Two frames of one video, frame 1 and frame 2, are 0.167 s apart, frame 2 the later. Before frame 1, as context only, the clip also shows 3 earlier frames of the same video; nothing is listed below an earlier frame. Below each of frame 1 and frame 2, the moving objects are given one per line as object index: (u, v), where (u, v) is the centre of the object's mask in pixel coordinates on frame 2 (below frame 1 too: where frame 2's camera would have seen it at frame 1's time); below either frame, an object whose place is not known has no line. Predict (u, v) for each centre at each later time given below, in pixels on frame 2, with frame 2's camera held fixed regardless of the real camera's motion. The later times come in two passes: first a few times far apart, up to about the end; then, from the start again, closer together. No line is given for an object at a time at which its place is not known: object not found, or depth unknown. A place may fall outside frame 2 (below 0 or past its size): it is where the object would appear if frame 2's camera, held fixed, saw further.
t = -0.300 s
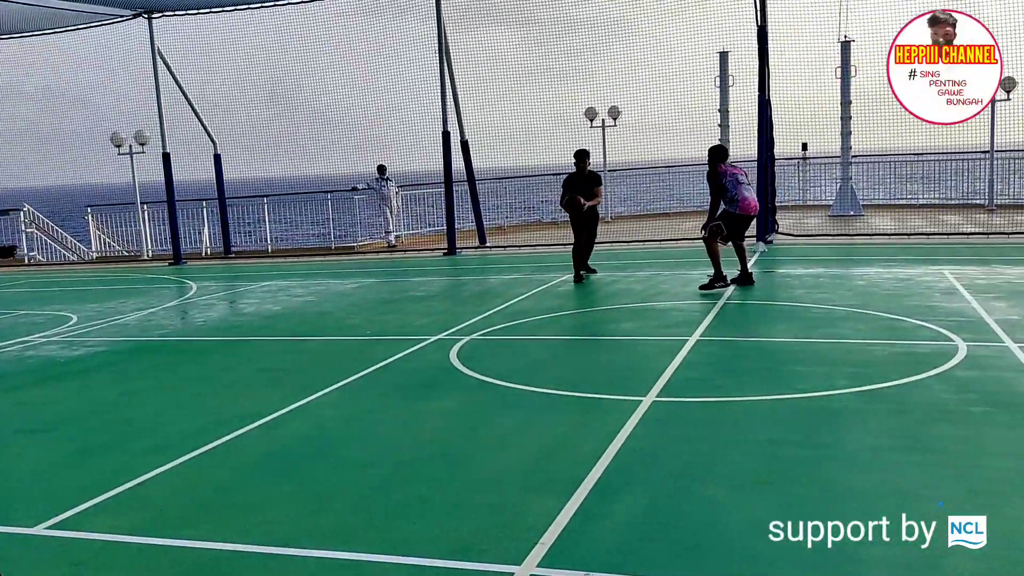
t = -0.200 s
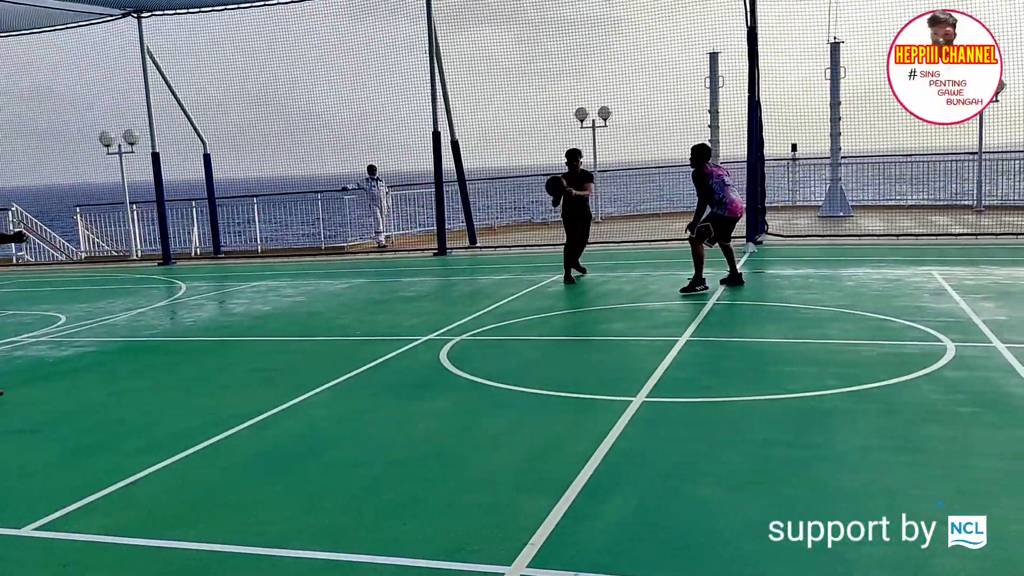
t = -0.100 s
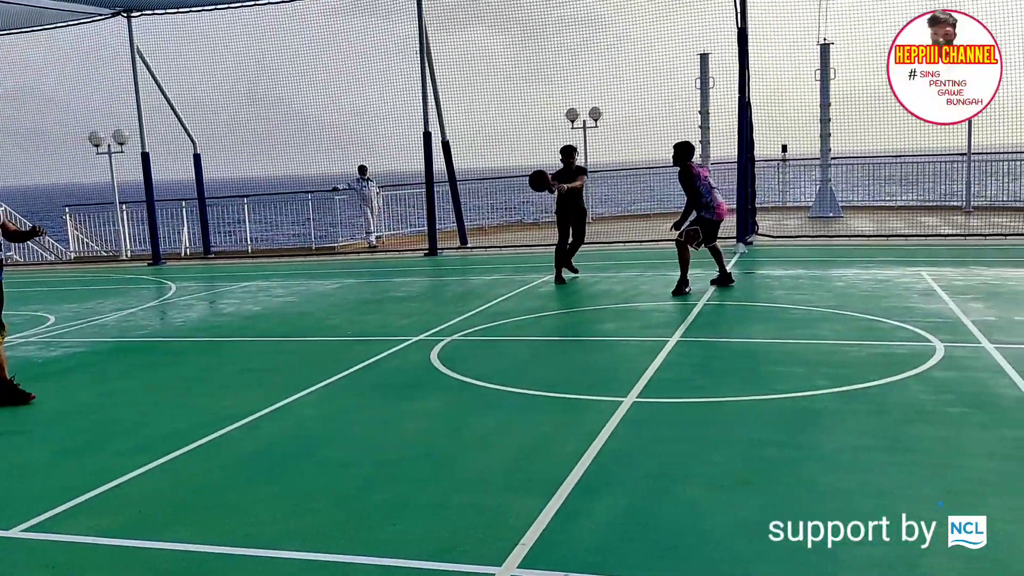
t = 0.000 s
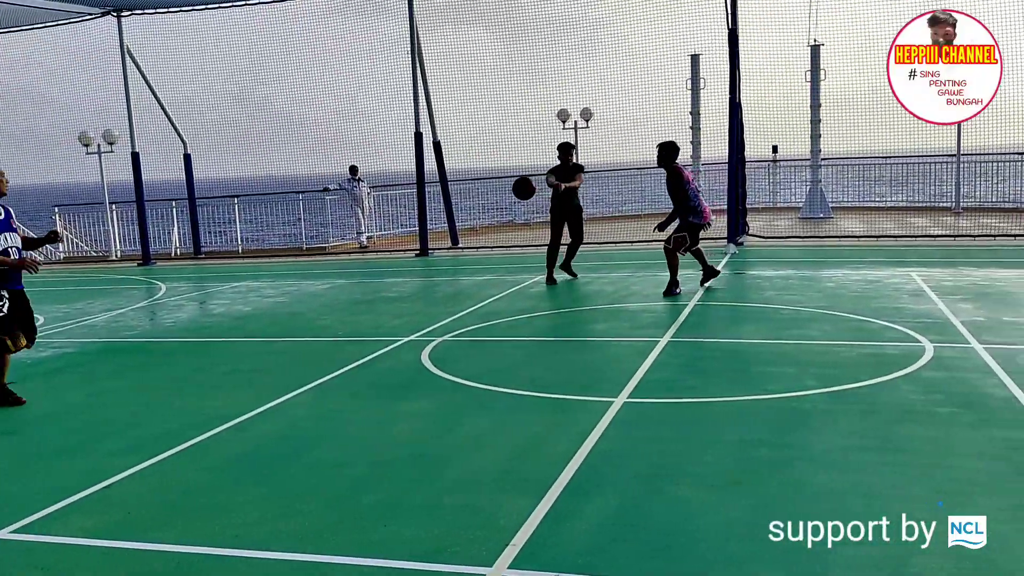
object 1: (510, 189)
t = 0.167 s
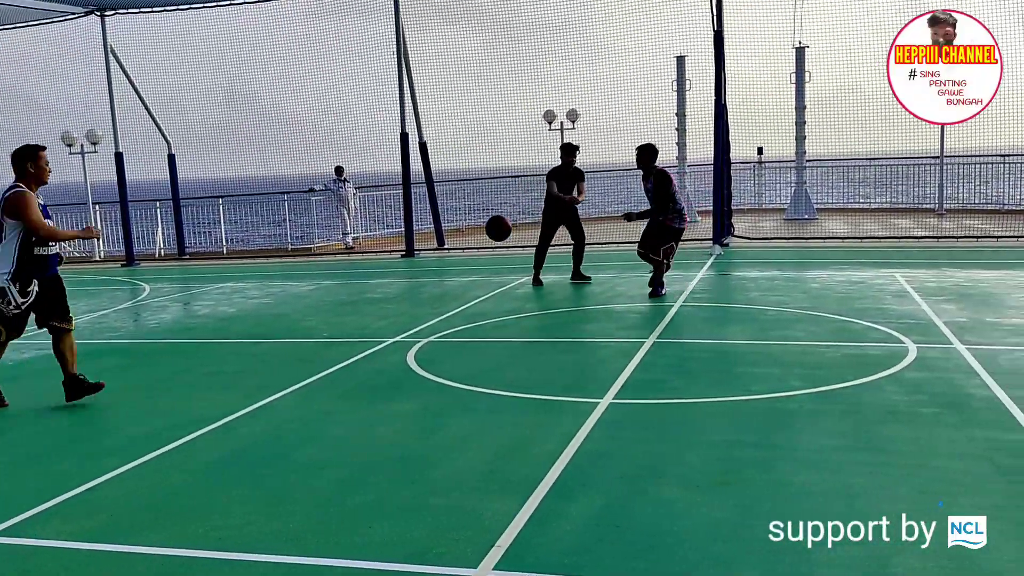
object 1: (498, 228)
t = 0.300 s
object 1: (487, 291)
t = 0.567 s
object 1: (468, 273)
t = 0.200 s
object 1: (496, 241)
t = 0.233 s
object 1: (493, 256)
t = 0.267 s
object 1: (490, 272)
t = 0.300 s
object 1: (487, 291)
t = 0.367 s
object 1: (482, 332)
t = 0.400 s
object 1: (479, 319)
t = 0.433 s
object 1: (477, 307)
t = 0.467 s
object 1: (475, 297)
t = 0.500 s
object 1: (472, 288)
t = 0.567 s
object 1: (468, 273)
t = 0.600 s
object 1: (466, 268)
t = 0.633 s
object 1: (464, 264)
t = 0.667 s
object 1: (462, 261)
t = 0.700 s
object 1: (460, 260)
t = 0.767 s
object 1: (456, 262)
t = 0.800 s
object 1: (454, 266)
